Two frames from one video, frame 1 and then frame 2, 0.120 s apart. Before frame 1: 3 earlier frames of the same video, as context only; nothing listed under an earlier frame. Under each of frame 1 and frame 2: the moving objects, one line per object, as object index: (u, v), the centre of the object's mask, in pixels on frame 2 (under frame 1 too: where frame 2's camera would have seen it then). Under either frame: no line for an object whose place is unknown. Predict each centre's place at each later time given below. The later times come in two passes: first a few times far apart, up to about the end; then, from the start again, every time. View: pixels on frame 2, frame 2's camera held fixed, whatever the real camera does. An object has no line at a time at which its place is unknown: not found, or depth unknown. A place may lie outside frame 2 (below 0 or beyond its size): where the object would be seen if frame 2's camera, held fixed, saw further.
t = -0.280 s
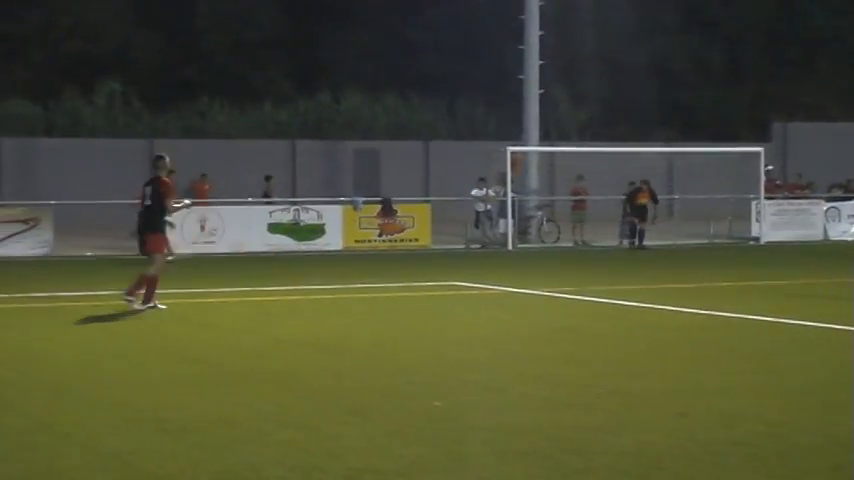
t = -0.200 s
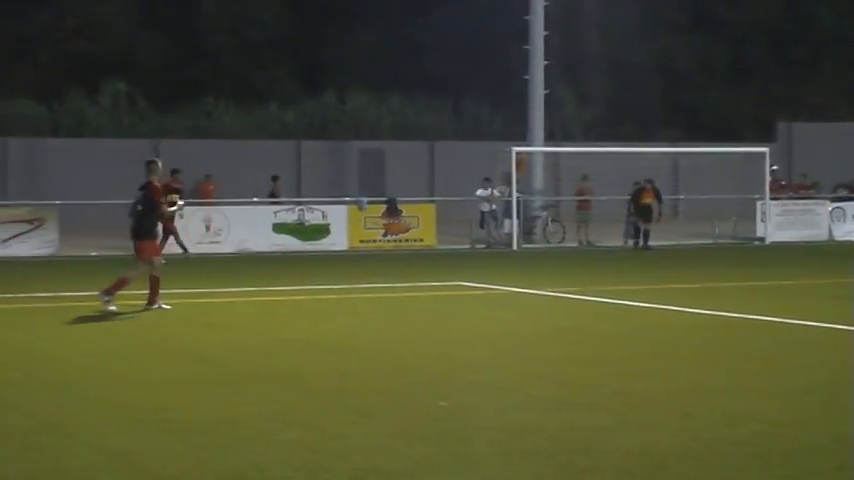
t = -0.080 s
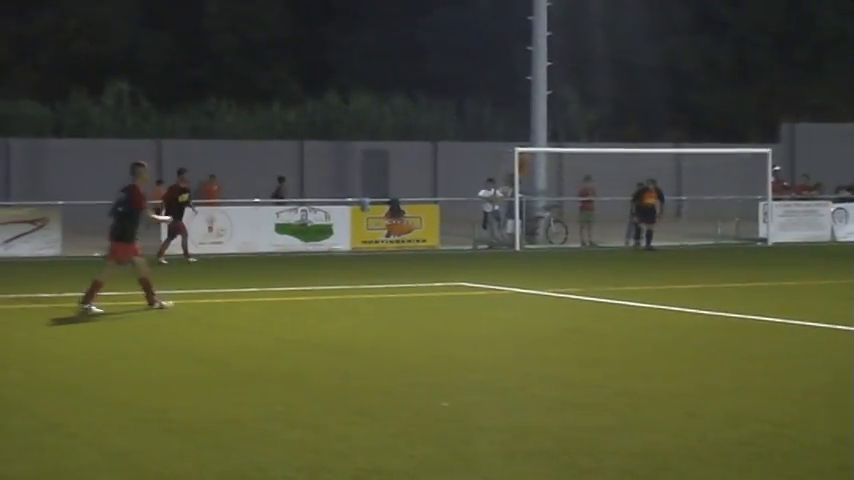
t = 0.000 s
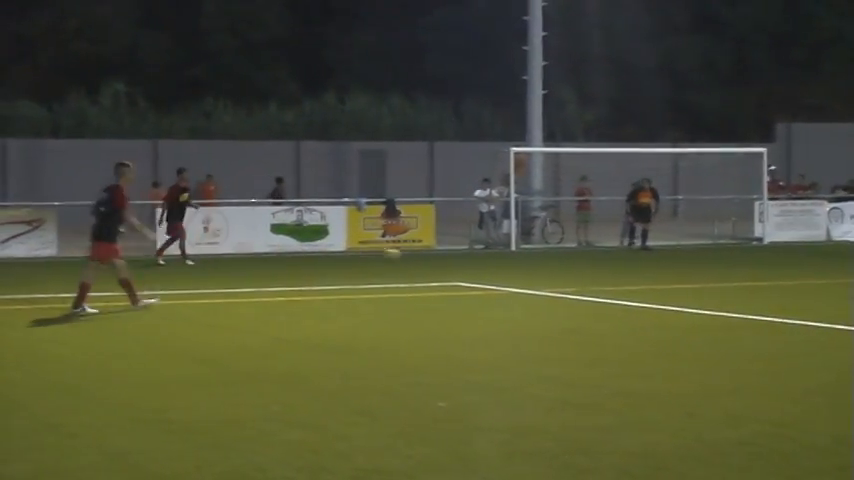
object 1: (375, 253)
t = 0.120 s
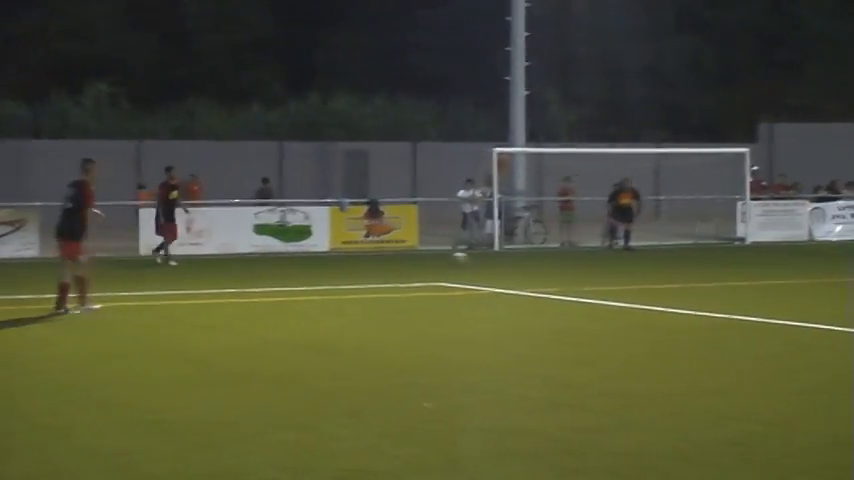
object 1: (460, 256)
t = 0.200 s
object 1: (511, 257)
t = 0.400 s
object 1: (631, 260)
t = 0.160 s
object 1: (486, 256)
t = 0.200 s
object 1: (511, 257)
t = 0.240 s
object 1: (537, 256)
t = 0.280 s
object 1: (563, 259)
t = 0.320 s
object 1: (587, 260)
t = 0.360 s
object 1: (610, 260)
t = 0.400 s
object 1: (631, 260)
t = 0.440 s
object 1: (653, 260)
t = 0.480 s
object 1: (674, 261)
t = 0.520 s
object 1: (694, 261)
